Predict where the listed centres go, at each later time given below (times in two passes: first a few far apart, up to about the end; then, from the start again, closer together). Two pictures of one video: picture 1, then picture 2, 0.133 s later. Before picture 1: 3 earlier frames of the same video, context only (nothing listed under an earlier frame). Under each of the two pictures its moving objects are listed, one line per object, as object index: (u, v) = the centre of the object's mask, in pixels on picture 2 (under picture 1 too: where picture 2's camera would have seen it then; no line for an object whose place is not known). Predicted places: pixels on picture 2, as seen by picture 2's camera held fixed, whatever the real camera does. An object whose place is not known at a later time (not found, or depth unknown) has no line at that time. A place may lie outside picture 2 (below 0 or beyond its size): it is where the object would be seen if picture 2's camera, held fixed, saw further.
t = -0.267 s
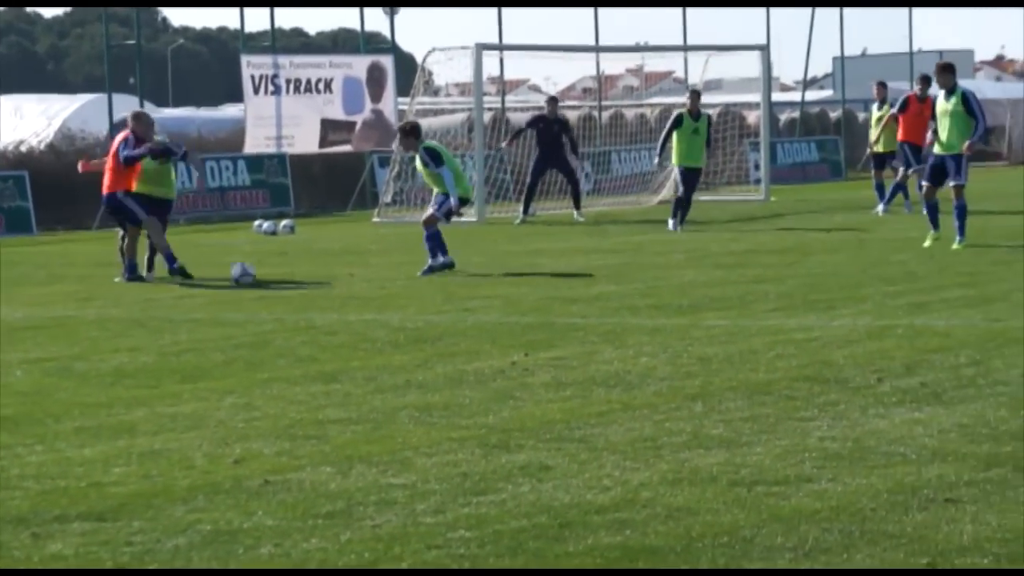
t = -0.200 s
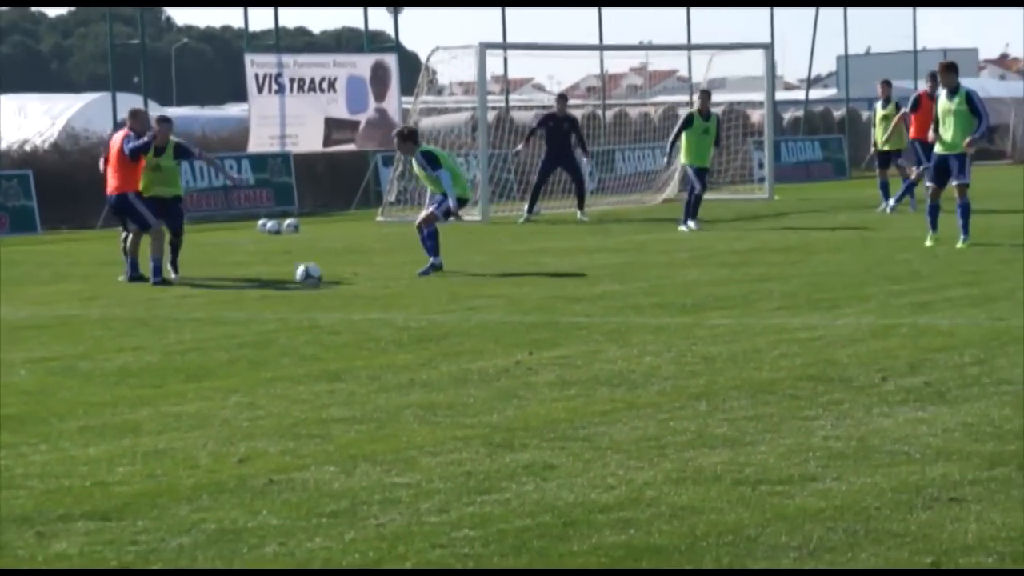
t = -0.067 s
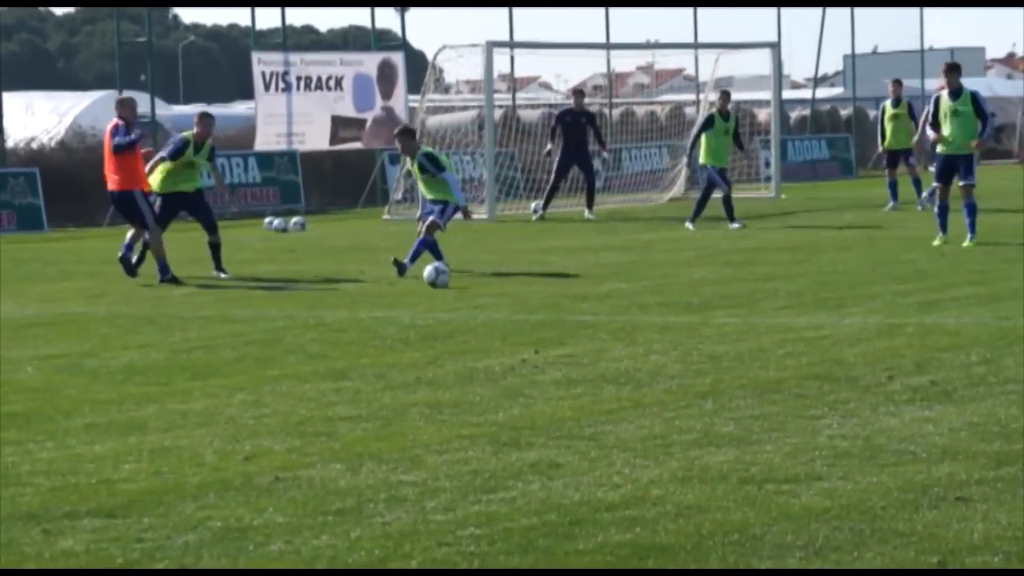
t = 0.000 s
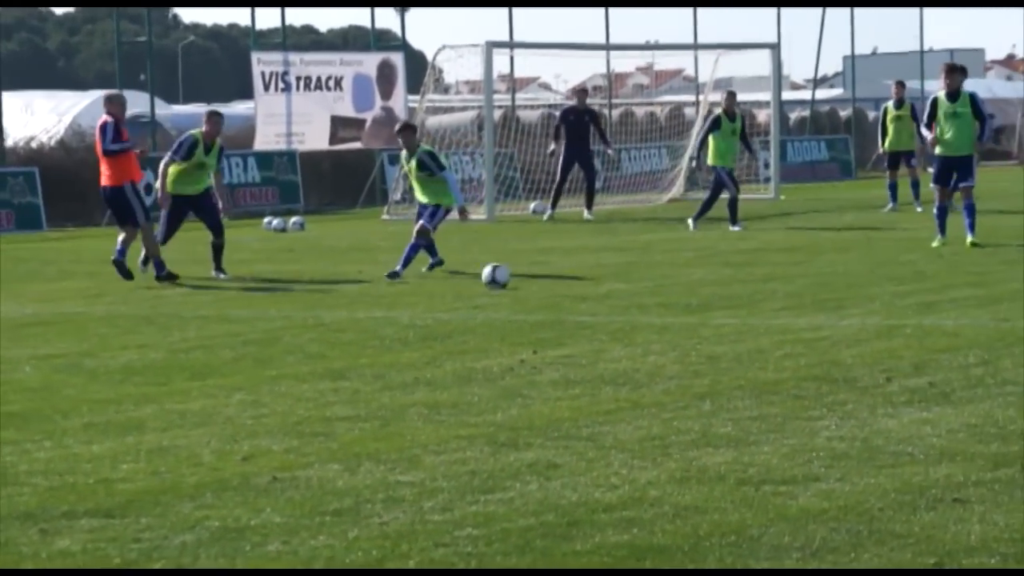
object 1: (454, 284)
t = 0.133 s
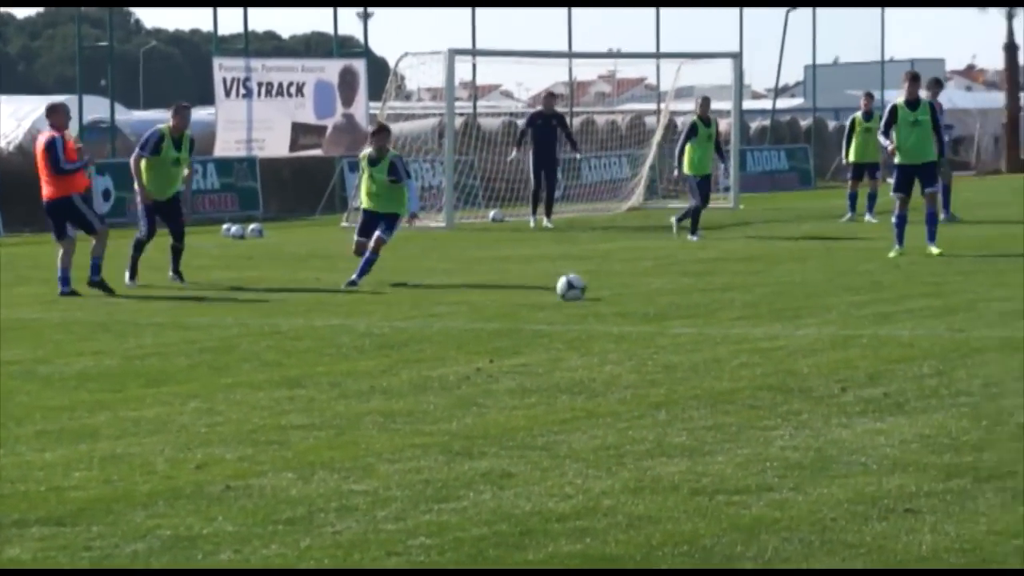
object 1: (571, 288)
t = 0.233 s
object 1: (653, 287)
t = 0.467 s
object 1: (841, 294)
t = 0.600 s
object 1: (948, 296)
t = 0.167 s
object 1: (599, 288)
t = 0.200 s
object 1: (625, 287)
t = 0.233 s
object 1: (653, 287)
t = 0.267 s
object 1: (680, 287)
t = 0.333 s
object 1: (735, 290)
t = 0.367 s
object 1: (761, 290)
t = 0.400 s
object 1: (787, 290)
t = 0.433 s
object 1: (814, 292)
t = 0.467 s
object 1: (841, 294)
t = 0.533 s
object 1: (894, 295)
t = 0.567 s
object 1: (920, 295)
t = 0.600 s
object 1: (948, 296)
